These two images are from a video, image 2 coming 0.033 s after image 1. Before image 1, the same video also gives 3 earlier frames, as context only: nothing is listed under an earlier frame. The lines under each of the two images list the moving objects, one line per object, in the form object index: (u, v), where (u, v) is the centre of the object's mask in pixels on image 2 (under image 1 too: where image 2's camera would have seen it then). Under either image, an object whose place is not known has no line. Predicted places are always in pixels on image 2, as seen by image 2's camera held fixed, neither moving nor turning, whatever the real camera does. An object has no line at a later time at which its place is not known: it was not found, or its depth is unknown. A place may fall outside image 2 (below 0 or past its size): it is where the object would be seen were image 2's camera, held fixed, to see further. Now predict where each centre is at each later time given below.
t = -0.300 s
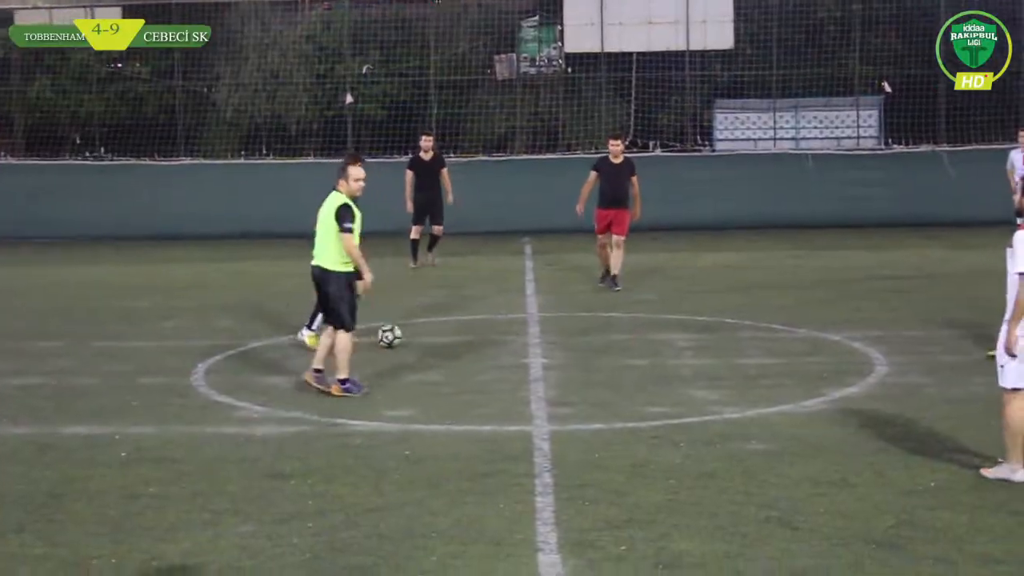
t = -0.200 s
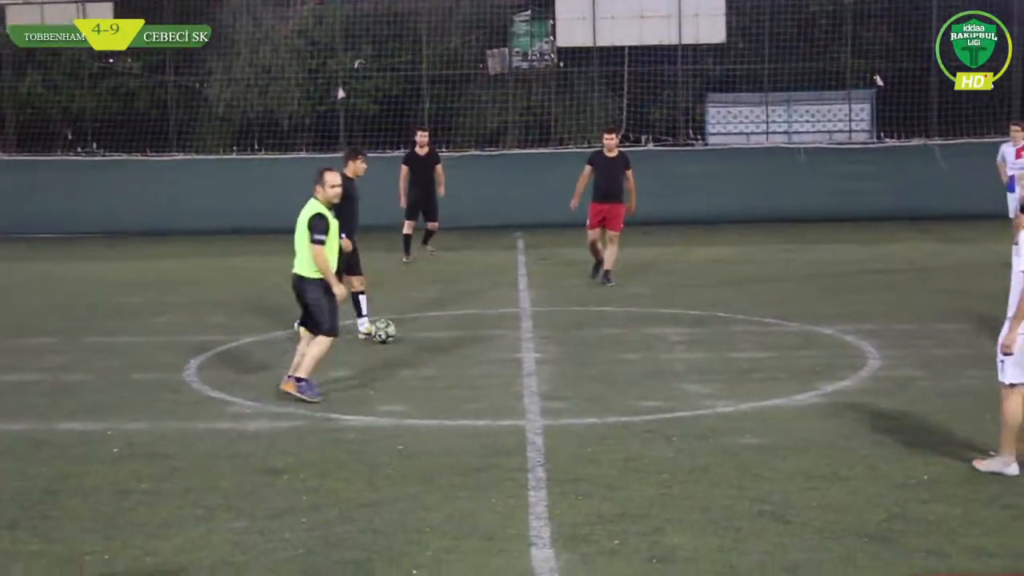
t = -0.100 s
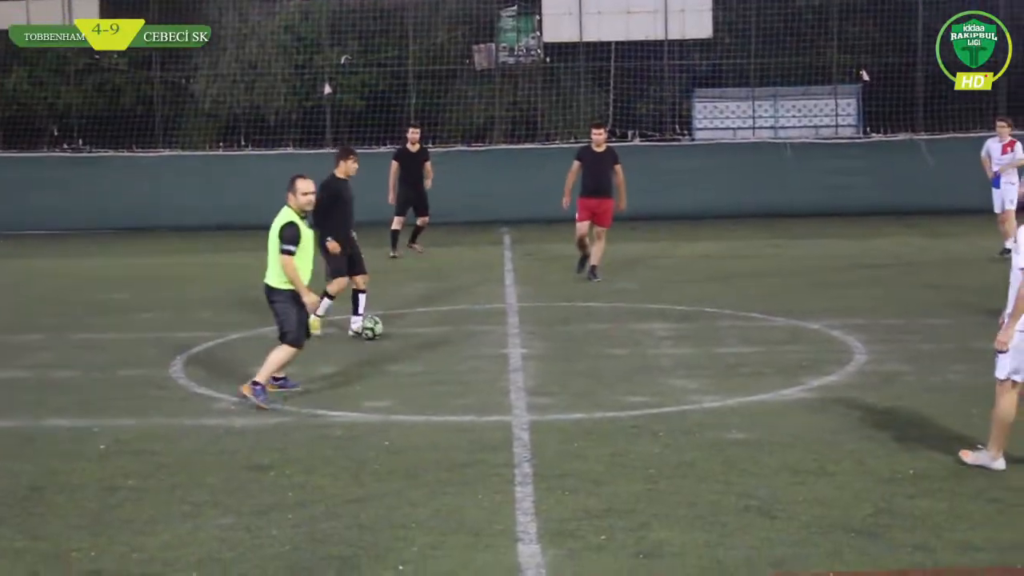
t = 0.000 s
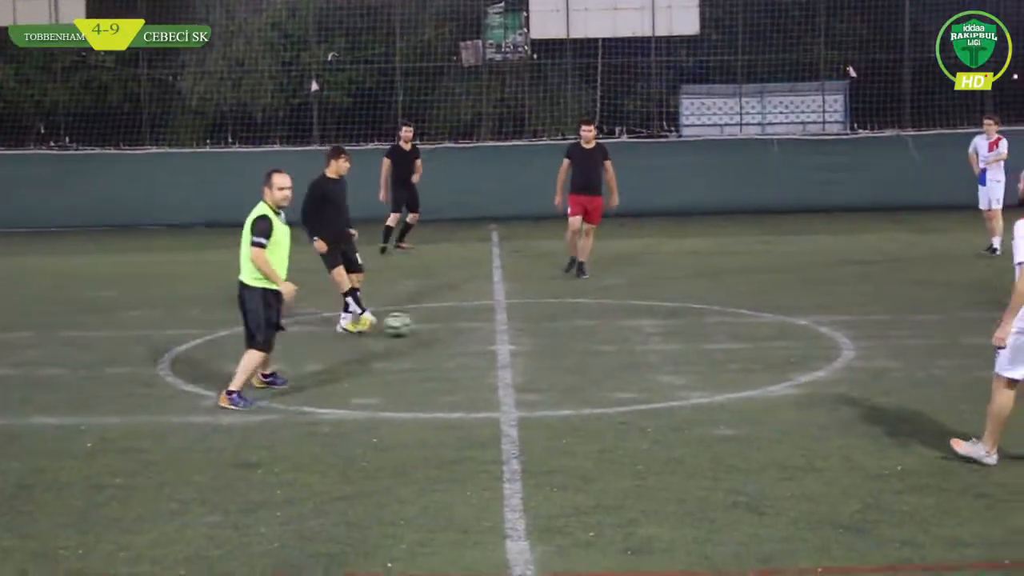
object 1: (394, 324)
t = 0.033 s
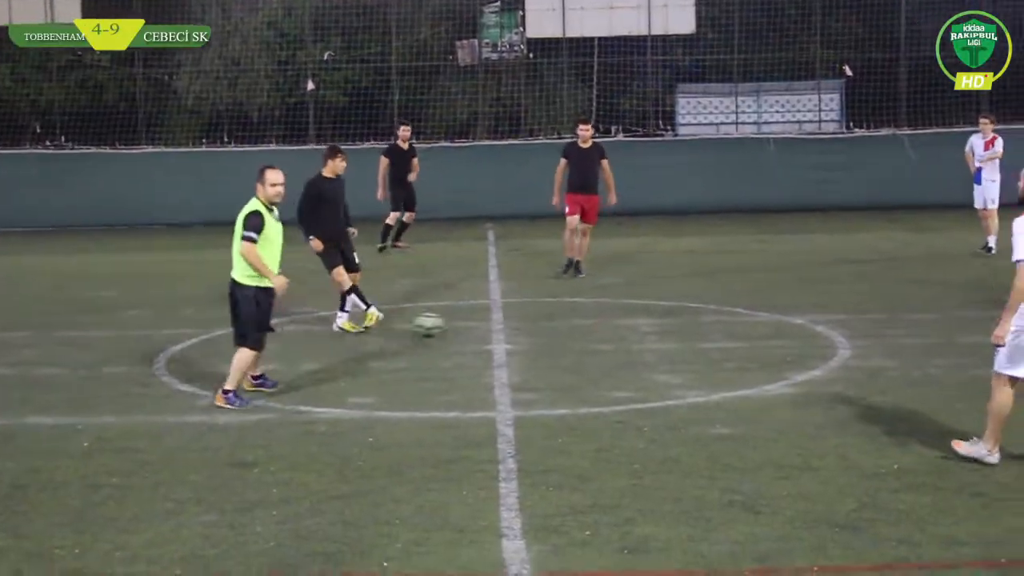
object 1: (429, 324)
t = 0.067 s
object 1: (463, 324)
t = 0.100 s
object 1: (495, 324)
